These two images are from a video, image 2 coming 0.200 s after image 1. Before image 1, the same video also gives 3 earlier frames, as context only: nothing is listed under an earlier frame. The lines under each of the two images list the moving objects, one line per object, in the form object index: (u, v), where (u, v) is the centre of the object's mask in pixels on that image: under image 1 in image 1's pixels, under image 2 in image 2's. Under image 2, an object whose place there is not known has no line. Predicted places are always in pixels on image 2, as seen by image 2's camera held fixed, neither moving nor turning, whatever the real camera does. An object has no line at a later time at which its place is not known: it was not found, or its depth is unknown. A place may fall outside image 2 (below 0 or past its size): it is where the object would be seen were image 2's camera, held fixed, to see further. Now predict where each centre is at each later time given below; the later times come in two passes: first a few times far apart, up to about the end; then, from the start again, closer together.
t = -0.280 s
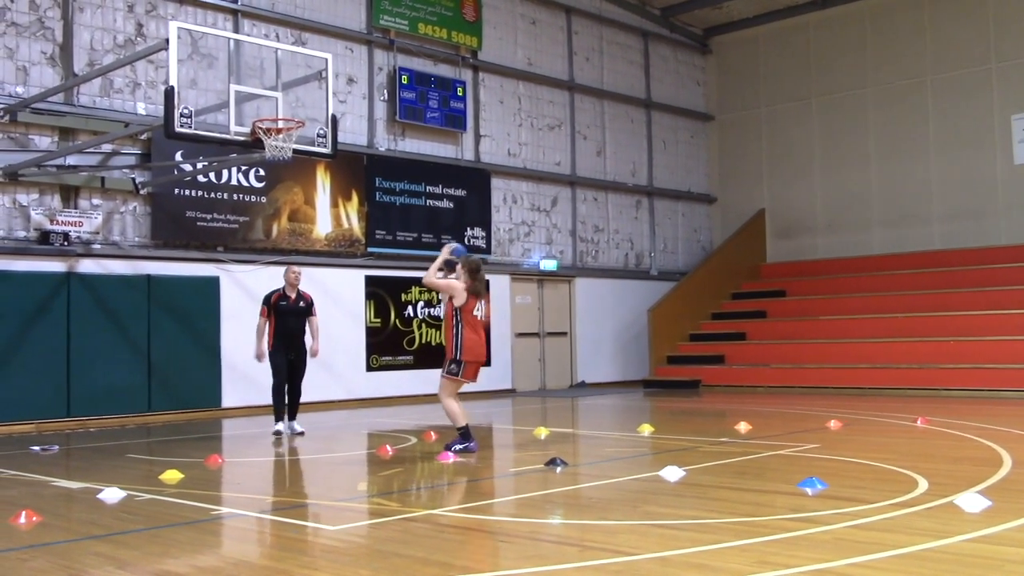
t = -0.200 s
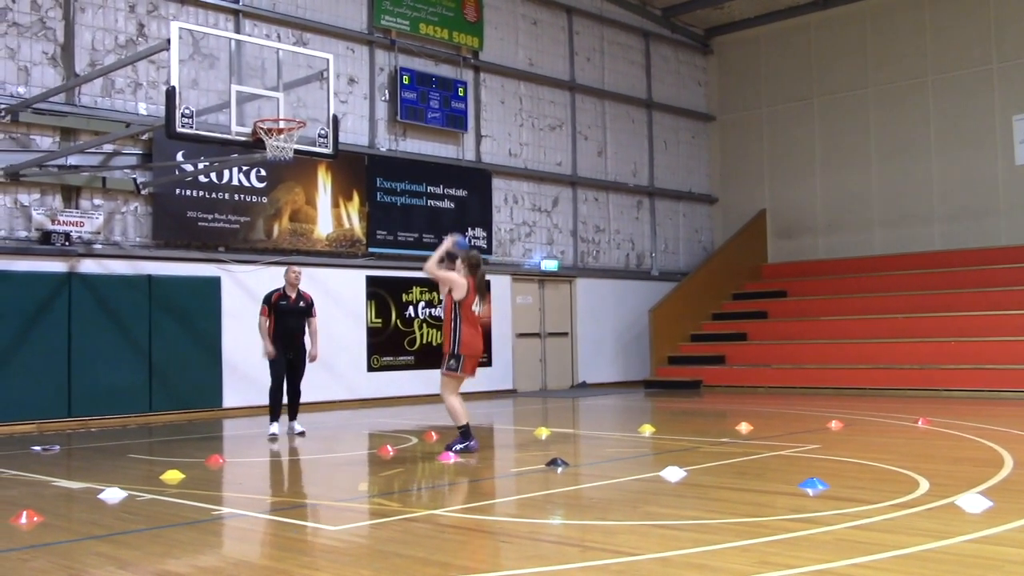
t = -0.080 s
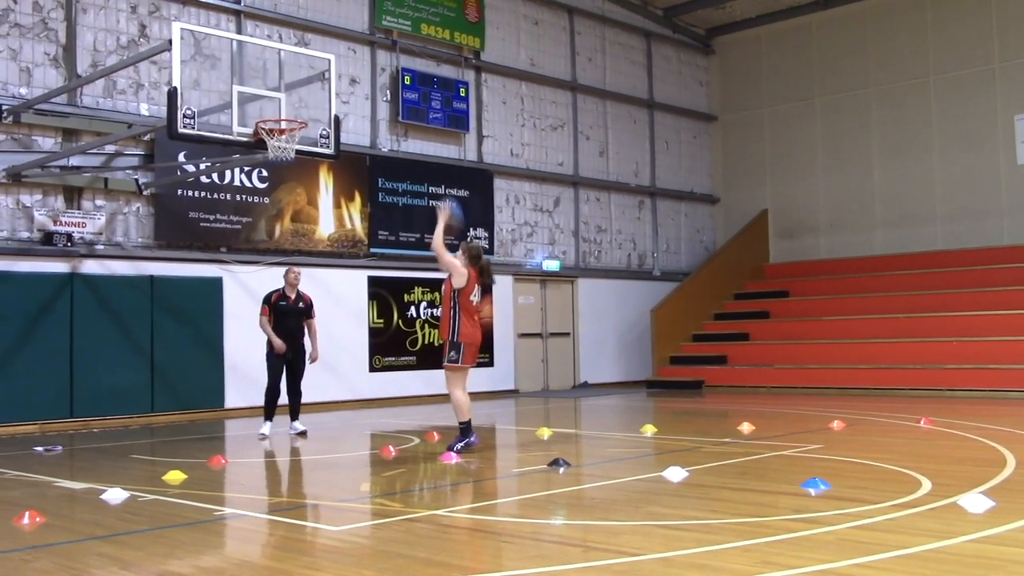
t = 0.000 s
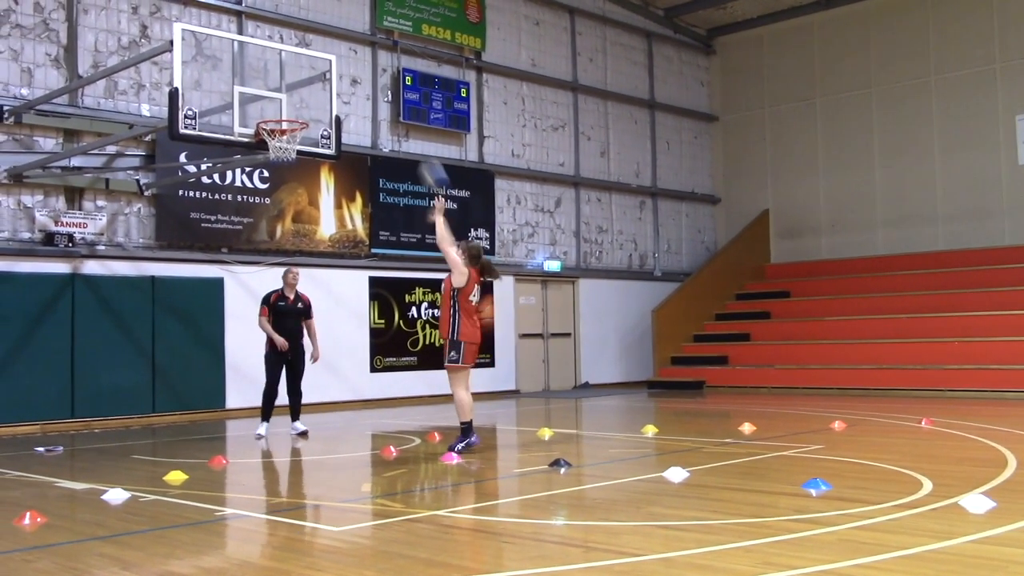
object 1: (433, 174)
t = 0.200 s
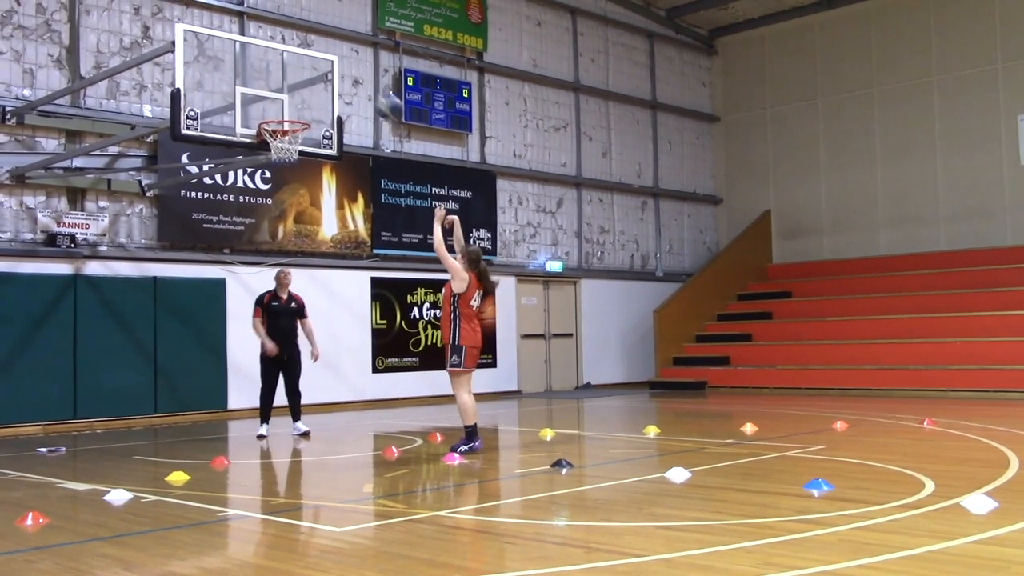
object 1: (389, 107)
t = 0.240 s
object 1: (380, 98)
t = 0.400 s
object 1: (347, 80)
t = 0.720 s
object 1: (285, 123)
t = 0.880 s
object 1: (284, 148)
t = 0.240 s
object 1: (380, 98)
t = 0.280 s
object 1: (370, 91)
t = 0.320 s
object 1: (362, 86)
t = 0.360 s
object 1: (353, 83)
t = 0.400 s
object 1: (347, 80)
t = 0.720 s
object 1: (285, 123)
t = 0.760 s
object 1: (279, 132)
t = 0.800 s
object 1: (279, 143)
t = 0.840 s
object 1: (280, 145)
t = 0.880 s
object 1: (284, 148)
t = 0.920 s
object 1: (280, 156)
